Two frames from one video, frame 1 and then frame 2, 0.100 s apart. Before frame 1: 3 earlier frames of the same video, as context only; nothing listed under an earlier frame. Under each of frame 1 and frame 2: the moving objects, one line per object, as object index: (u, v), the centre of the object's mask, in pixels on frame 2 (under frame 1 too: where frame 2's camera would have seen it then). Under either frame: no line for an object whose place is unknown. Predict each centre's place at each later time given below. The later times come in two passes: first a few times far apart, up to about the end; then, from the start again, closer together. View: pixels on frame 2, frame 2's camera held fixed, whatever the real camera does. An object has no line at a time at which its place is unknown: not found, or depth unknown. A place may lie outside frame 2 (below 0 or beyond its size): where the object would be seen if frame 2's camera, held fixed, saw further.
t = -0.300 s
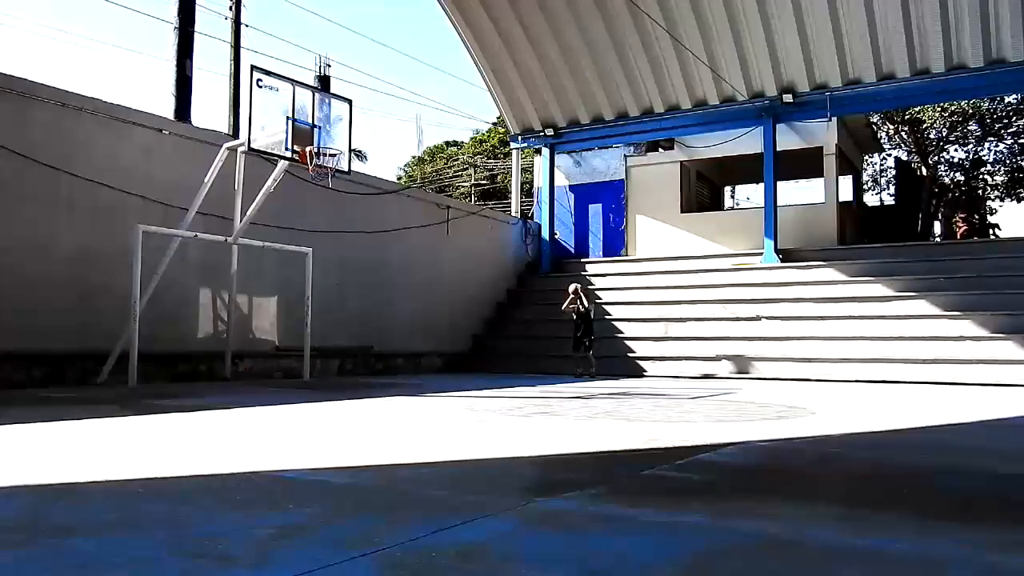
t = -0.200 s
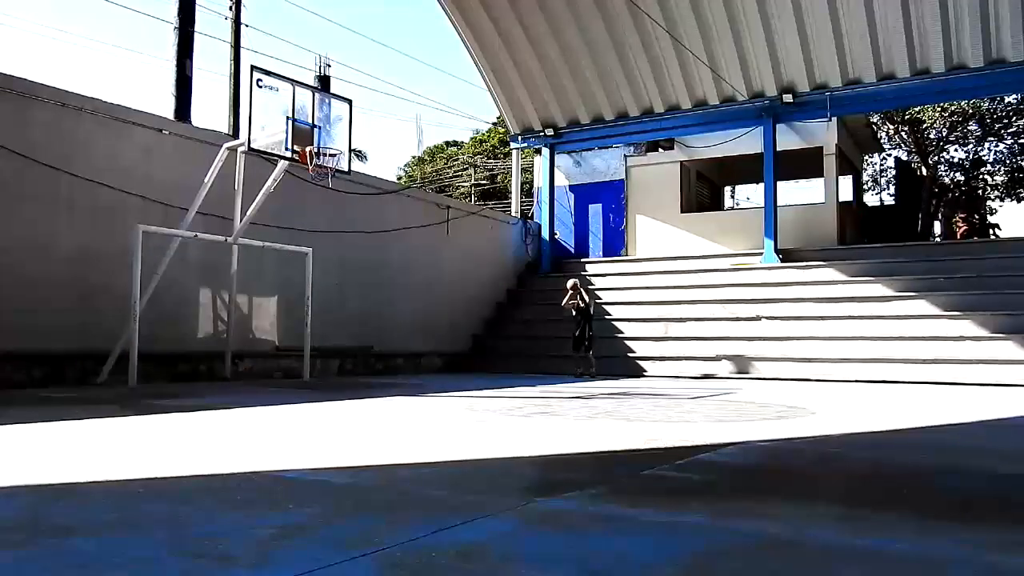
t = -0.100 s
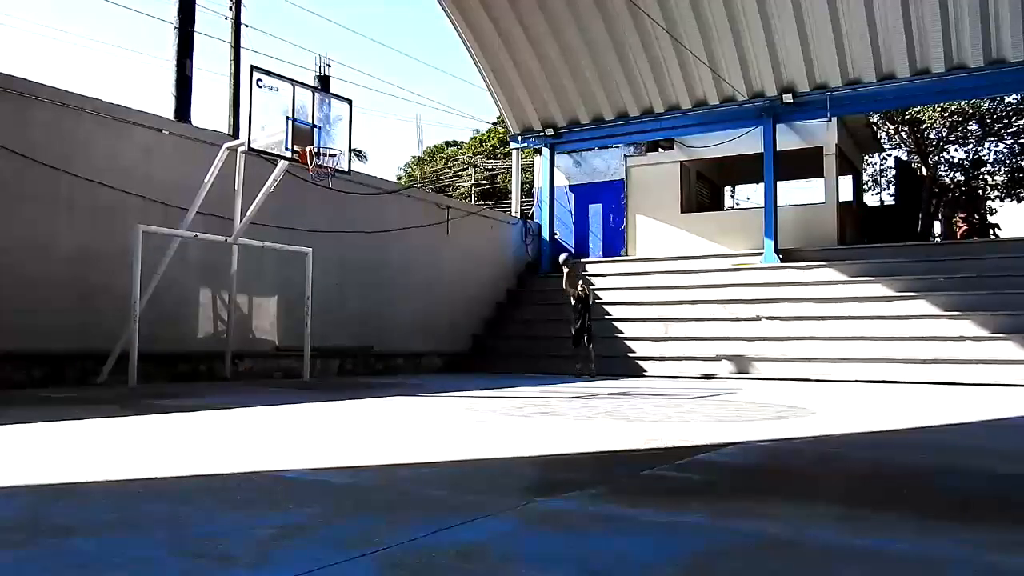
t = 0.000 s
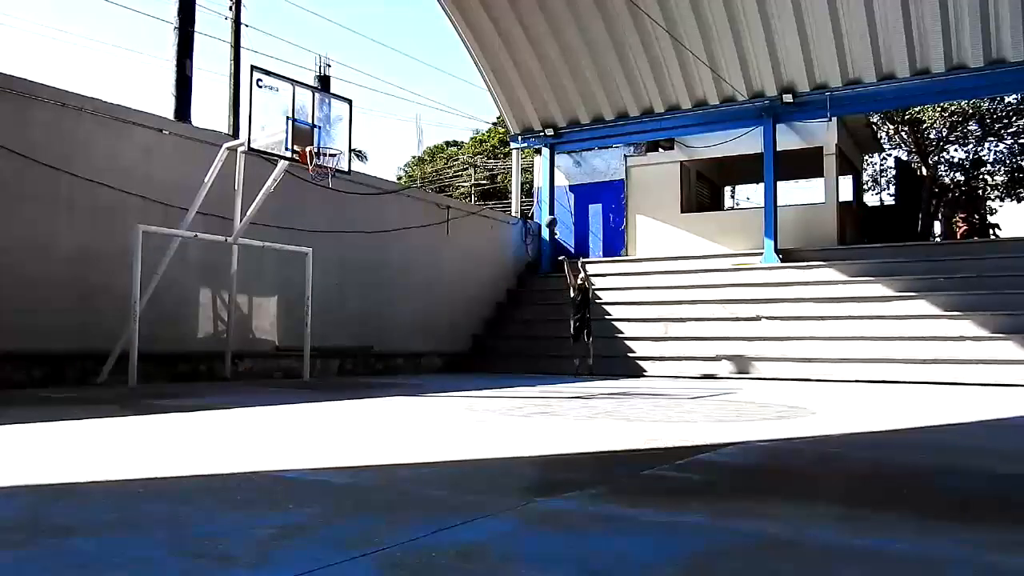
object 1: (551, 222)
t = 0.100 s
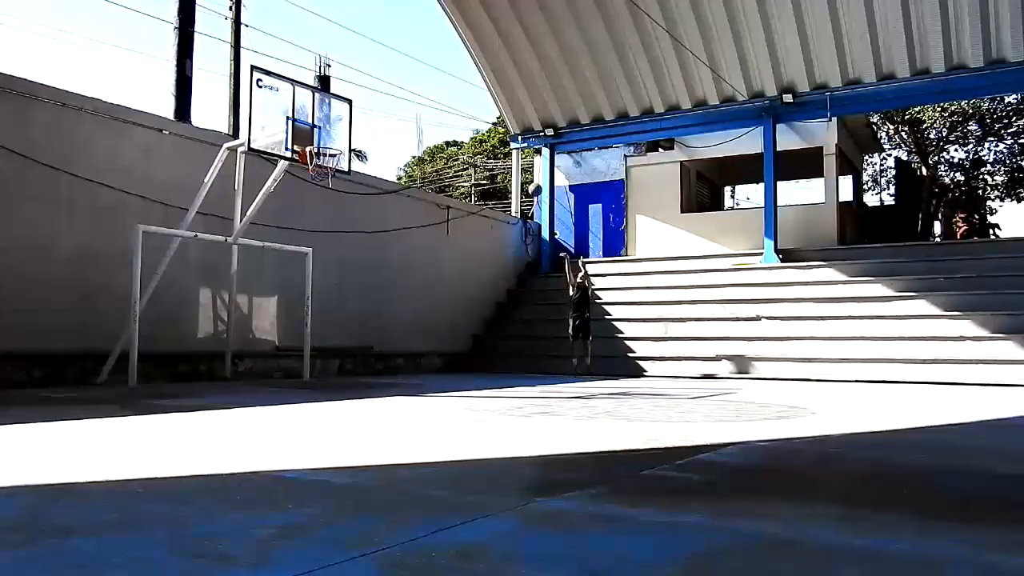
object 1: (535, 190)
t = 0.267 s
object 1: (507, 143)
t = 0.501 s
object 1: (467, 101)
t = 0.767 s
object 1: (411, 89)
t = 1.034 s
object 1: (343, 126)
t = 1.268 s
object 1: (320, 172)
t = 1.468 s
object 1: (327, 186)
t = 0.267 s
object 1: (507, 143)
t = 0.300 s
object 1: (502, 136)
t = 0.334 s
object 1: (499, 127)
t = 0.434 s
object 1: (480, 111)
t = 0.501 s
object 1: (467, 101)
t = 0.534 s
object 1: (461, 98)
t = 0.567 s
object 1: (454, 94)
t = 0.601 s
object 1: (447, 92)
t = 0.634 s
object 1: (440, 90)
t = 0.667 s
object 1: (433, 89)
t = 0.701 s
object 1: (426, 89)
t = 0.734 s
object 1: (419, 89)
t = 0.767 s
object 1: (411, 89)
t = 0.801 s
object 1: (403, 91)
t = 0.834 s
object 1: (395, 94)
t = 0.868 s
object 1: (387, 97)
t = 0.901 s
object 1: (379, 101)
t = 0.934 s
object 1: (370, 106)
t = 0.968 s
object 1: (362, 112)
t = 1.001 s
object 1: (352, 118)
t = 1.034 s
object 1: (343, 126)
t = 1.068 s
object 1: (334, 135)
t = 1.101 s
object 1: (325, 142)
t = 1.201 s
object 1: (318, 172)
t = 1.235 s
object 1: (318, 172)
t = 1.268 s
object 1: (320, 172)
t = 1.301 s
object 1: (321, 172)
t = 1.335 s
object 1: (322, 173)
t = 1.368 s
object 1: (324, 175)
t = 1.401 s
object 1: (325, 177)
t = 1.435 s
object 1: (326, 181)
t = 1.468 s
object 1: (327, 186)
